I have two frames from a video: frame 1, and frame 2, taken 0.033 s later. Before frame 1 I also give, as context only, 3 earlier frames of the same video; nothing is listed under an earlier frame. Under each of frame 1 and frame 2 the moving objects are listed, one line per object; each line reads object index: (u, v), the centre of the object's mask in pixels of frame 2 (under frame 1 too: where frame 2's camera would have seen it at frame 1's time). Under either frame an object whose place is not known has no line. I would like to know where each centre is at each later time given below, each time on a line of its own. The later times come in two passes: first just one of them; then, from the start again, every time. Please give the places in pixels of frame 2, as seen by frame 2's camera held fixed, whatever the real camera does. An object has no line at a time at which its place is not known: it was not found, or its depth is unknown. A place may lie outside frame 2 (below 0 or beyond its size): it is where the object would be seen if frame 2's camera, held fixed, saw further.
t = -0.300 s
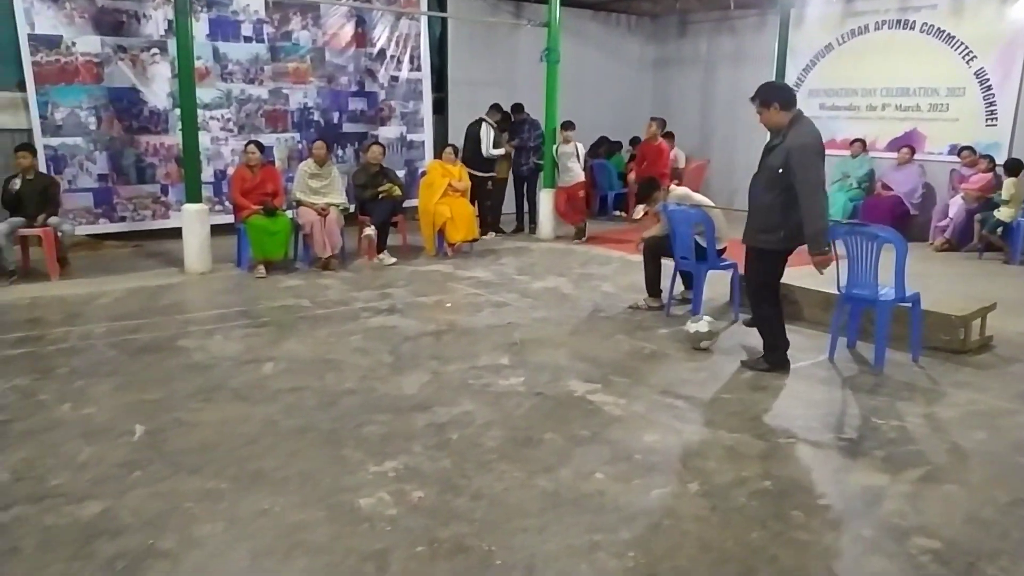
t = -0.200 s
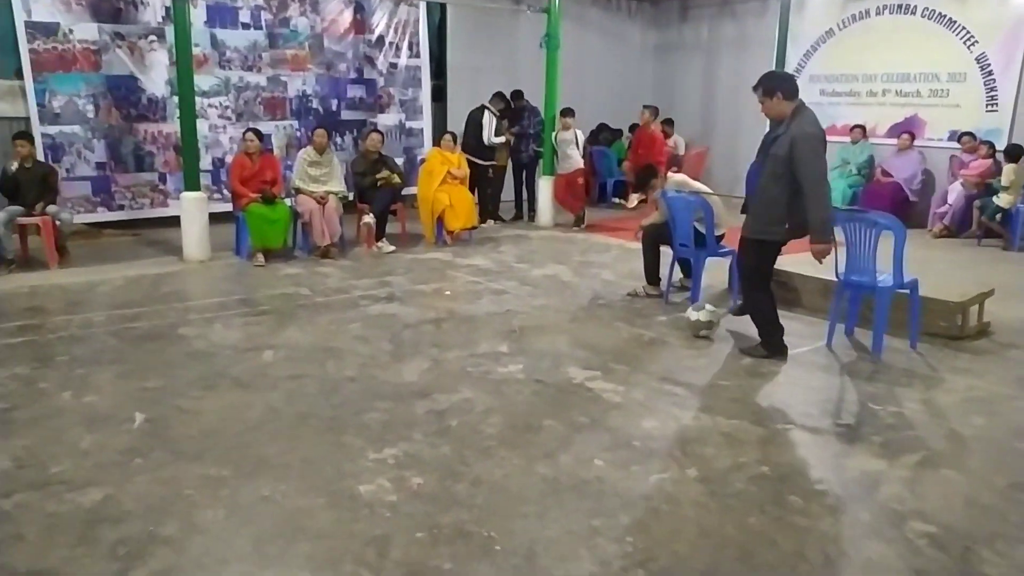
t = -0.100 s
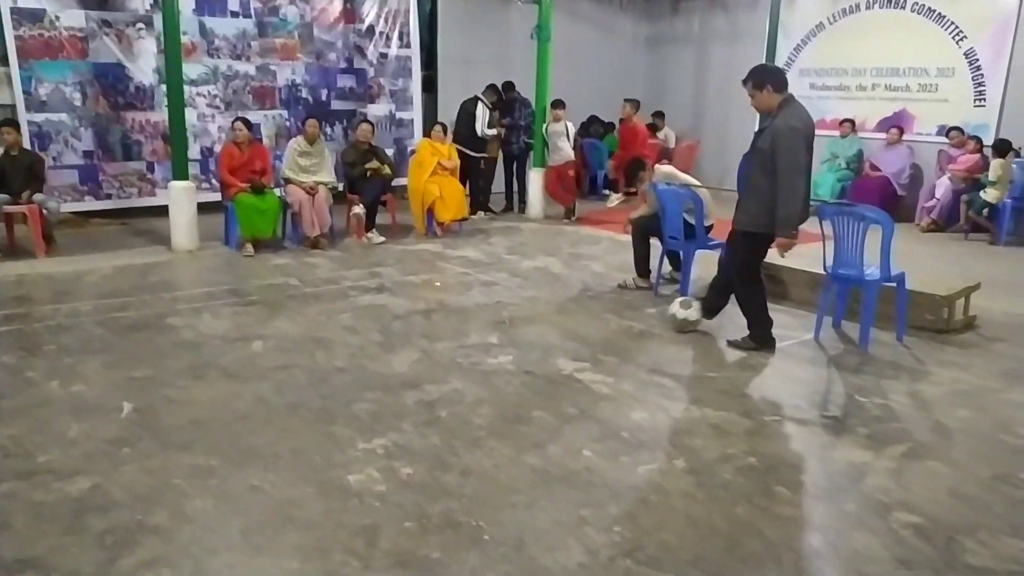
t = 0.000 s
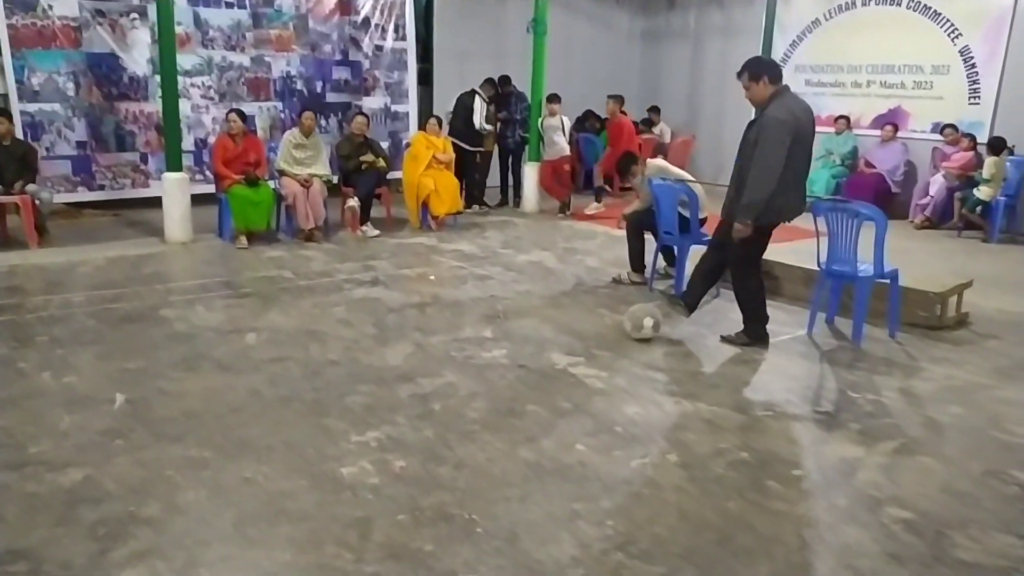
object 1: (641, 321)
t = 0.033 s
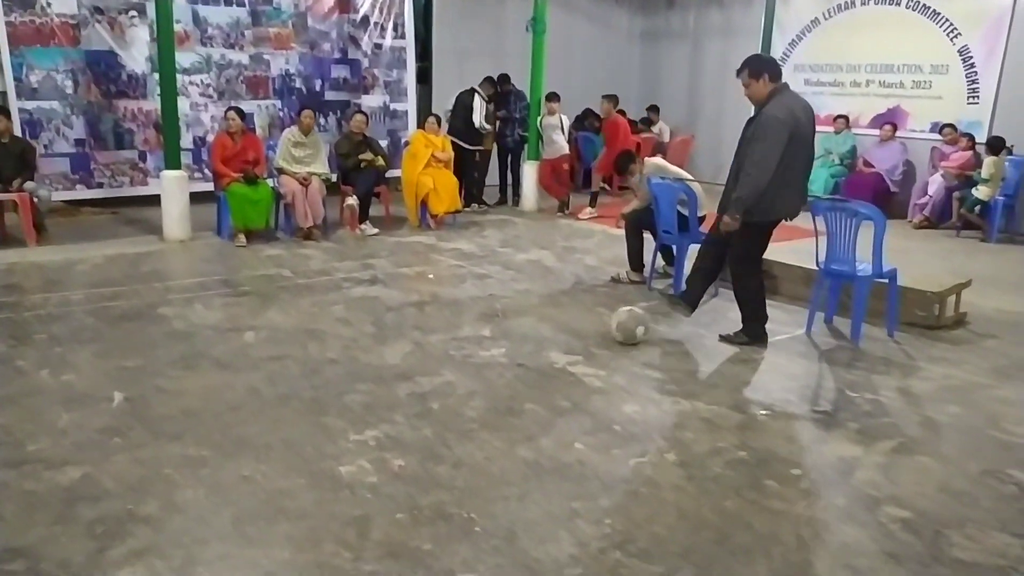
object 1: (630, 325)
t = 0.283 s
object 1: (537, 358)
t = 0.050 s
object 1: (622, 328)
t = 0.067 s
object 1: (616, 330)
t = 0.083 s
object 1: (610, 333)
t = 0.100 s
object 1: (602, 335)
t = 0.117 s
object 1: (592, 338)
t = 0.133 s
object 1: (588, 339)
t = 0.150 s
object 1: (583, 341)
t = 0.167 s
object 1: (577, 344)
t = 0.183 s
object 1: (574, 346)
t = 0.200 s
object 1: (567, 348)
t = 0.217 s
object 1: (562, 350)
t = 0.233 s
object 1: (557, 352)
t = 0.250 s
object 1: (549, 355)
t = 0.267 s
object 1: (544, 360)
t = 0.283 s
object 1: (537, 358)
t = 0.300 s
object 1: (531, 361)
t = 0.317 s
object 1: (527, 363)
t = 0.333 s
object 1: (521, 366)
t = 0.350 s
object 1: (514, 367)
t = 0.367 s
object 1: (507, 369)
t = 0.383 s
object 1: (500, 371)
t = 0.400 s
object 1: (492, 374)
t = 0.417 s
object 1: (486, 378)
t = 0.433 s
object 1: (480, 380)
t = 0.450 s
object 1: (474, 382)
